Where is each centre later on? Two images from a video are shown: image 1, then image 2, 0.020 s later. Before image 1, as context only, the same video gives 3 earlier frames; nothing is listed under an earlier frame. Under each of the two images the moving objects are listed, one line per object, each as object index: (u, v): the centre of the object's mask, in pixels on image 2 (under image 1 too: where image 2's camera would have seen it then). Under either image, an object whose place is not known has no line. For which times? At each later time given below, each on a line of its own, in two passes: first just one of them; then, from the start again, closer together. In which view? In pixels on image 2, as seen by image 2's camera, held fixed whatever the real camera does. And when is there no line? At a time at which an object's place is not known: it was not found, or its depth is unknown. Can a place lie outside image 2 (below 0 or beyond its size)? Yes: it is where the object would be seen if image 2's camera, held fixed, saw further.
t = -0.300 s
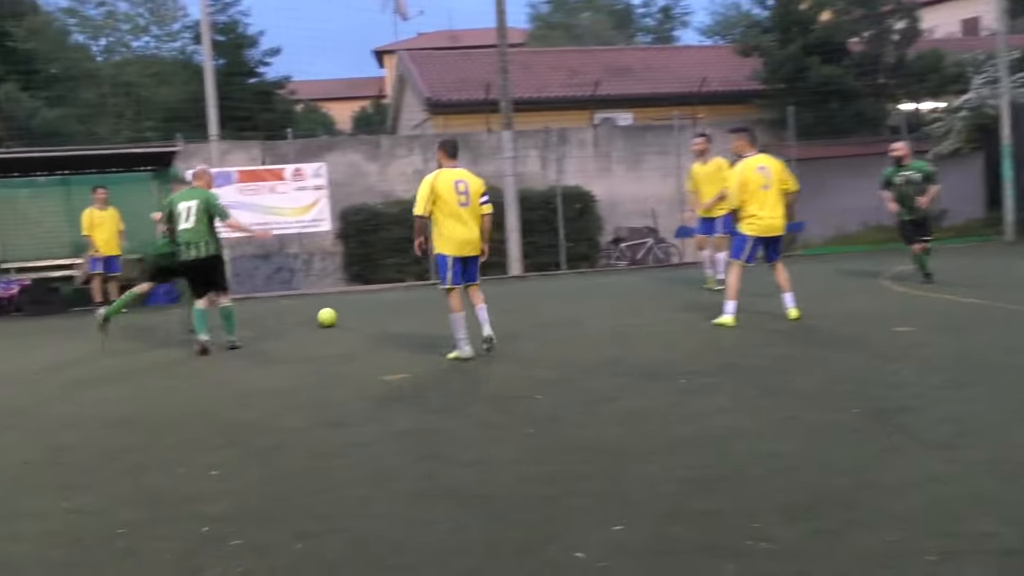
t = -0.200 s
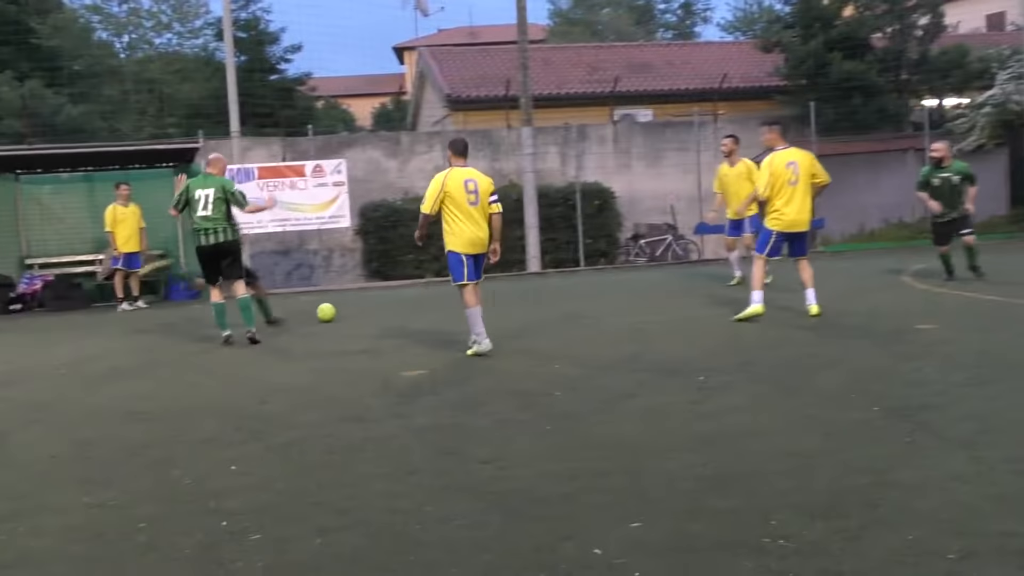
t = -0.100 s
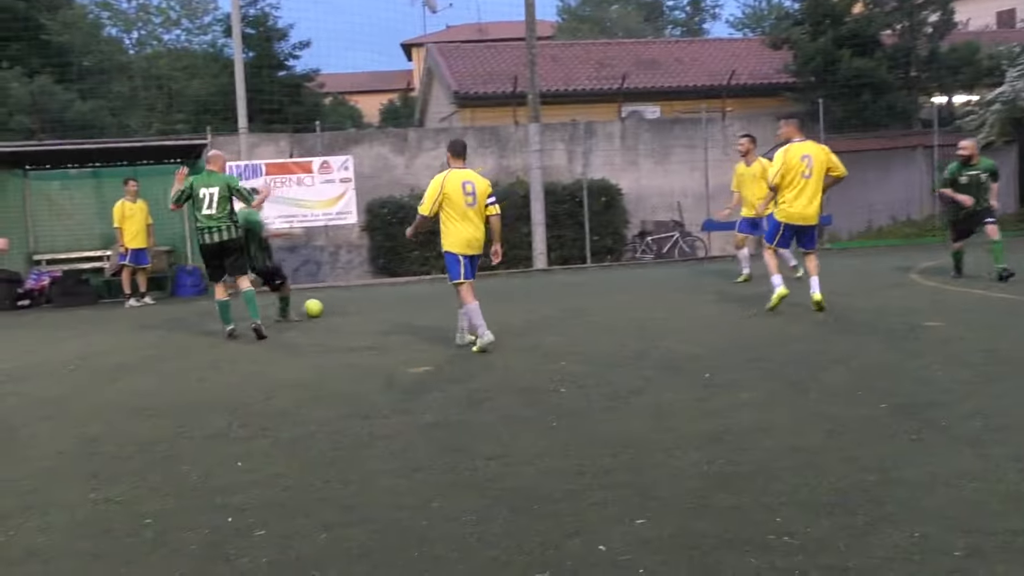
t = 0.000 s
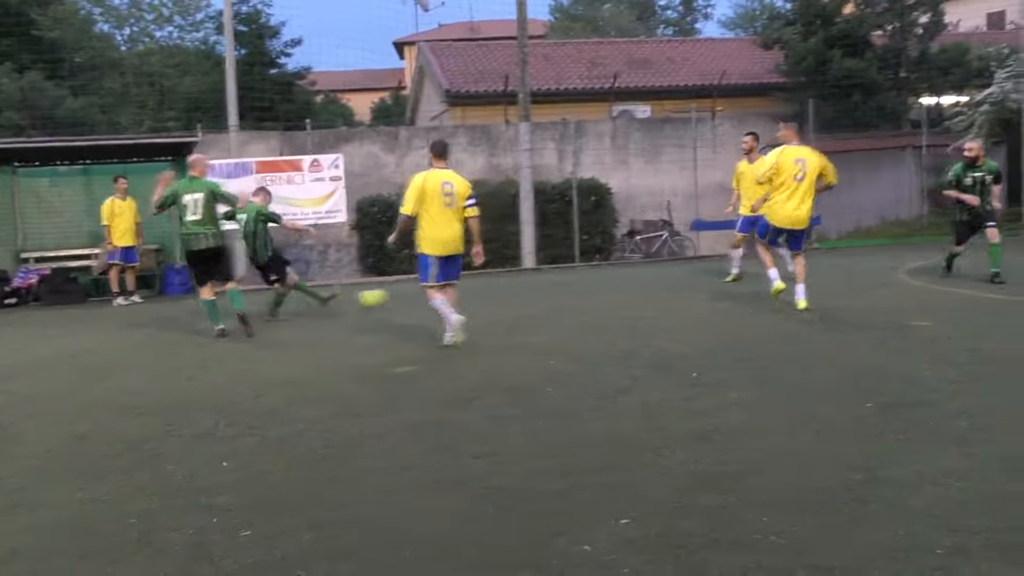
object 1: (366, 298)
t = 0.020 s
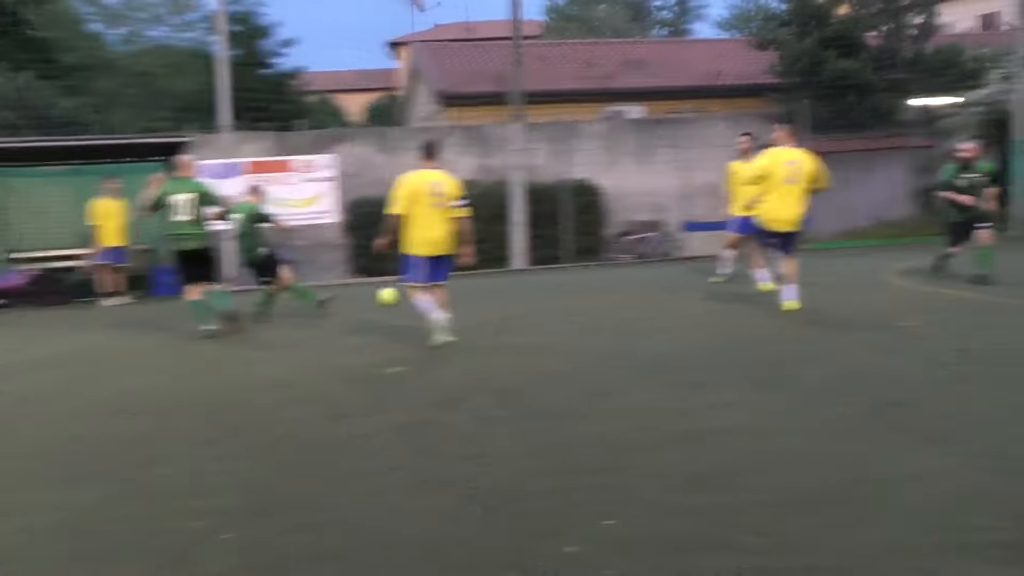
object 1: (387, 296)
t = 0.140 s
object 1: (551, 291)
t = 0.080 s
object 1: (467, 292)
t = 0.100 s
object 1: (493, 291)
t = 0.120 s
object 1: (522, 291)
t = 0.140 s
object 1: (551, 291)
